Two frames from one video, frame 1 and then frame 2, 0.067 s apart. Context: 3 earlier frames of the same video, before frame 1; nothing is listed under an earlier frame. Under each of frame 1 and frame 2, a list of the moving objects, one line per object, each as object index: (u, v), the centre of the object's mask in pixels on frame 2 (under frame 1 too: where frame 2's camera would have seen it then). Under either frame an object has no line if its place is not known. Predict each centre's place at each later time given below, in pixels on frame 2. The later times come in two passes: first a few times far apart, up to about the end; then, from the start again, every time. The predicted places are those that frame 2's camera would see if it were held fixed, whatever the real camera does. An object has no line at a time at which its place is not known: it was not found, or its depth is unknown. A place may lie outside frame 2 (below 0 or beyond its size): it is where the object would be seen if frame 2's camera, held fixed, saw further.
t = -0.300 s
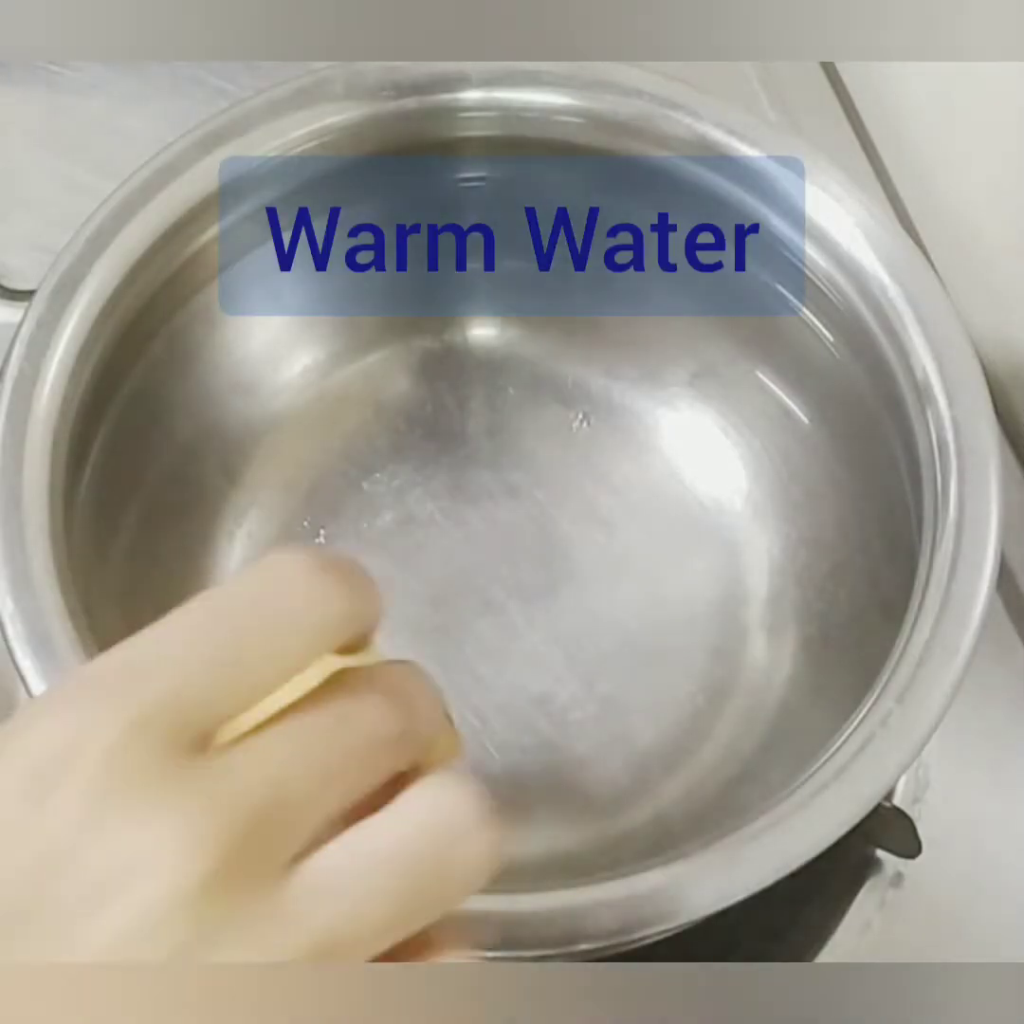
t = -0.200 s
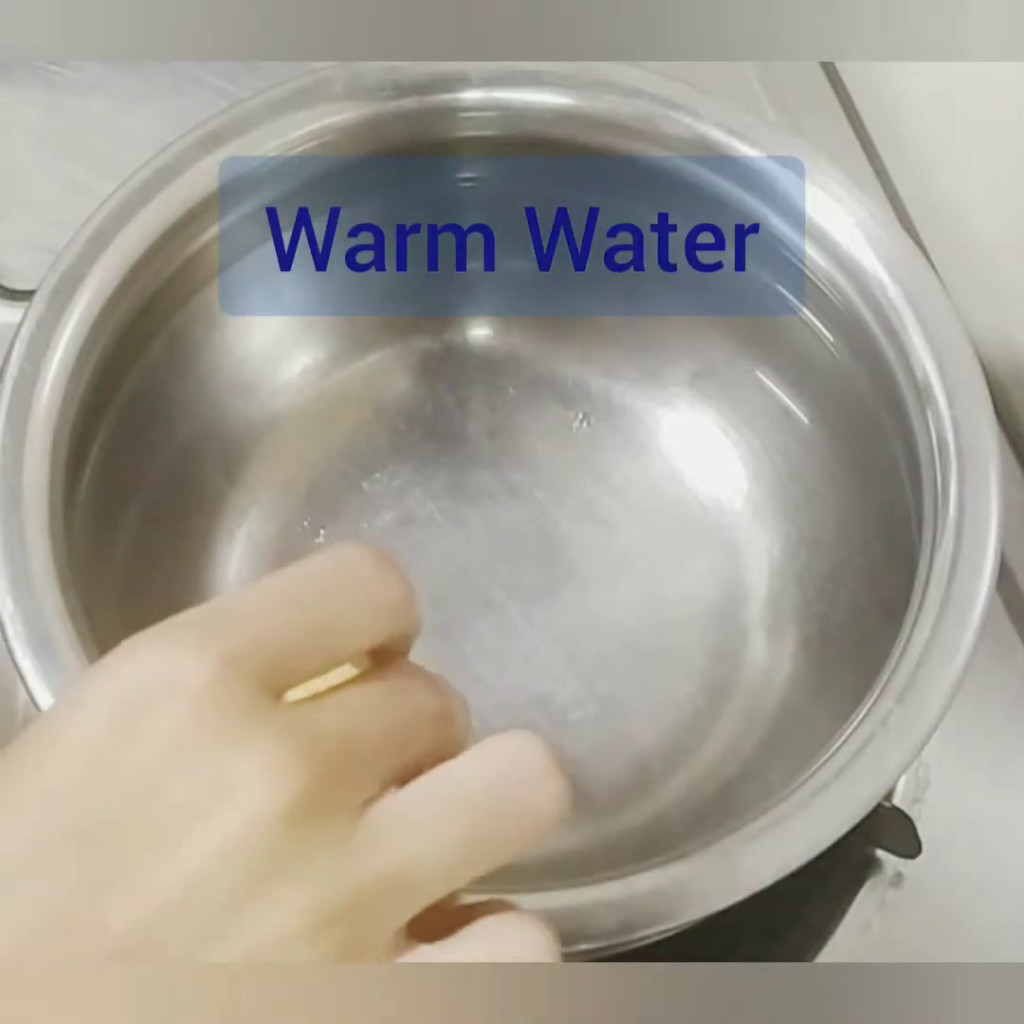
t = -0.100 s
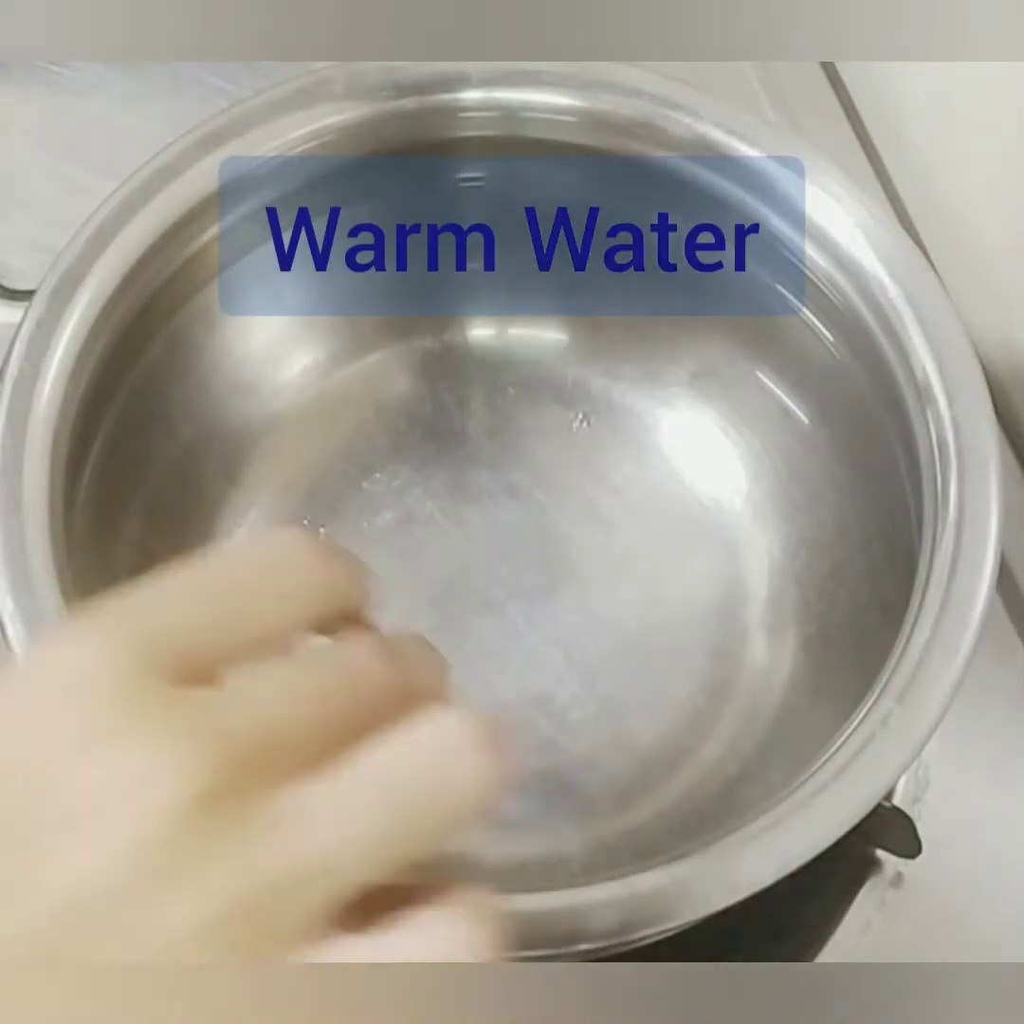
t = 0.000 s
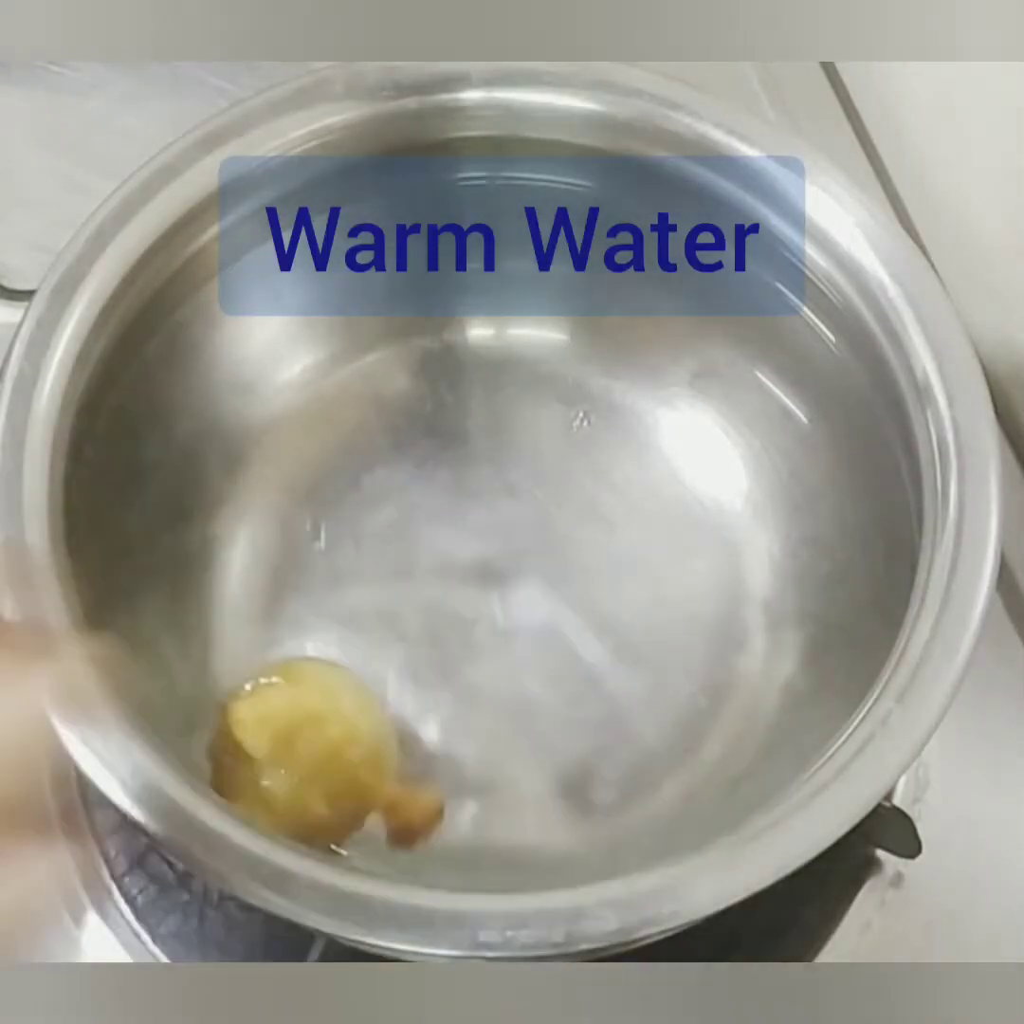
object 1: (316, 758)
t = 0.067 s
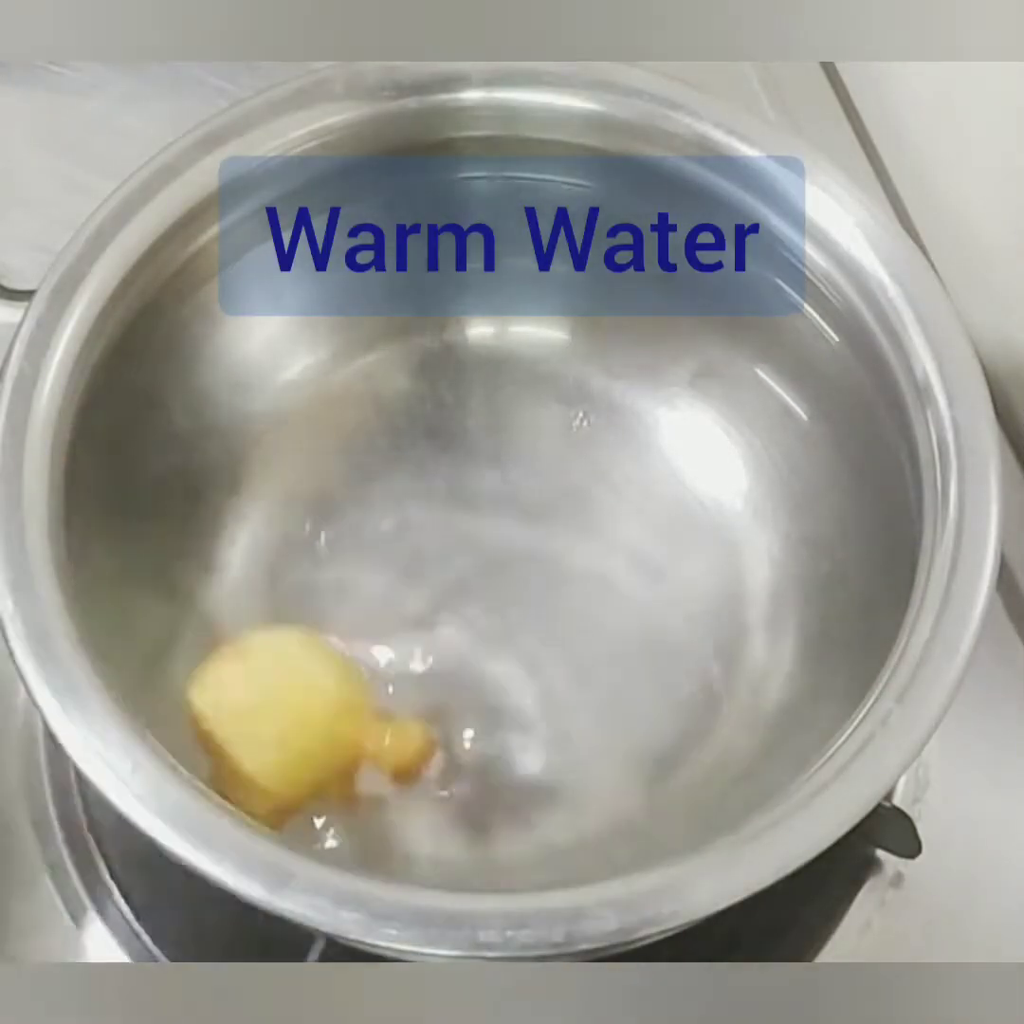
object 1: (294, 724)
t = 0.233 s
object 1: (252, 698)
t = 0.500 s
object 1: (203, 644)
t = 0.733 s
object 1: (176, 611)
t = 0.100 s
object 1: (282, 710)
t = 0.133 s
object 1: (273, 700)
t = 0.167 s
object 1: (263, 696)
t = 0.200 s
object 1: (259, 698)
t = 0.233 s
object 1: (252, 698)
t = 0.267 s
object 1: (249, 694)
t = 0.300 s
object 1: (241, 684)
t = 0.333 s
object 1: (235, 672)
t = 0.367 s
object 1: (229, 662)
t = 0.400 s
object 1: (222, 654)
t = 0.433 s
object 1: (214, 650)
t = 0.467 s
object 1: (205, 646)
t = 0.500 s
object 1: (203, 644)
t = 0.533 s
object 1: (199, 641)
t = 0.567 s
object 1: (198, 637)
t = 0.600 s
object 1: (196, 631)
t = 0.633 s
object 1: (193, 626)
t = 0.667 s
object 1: (186, 619)
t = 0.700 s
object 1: (180, 614)
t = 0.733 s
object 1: (176, 611)
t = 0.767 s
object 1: (173, 610)
